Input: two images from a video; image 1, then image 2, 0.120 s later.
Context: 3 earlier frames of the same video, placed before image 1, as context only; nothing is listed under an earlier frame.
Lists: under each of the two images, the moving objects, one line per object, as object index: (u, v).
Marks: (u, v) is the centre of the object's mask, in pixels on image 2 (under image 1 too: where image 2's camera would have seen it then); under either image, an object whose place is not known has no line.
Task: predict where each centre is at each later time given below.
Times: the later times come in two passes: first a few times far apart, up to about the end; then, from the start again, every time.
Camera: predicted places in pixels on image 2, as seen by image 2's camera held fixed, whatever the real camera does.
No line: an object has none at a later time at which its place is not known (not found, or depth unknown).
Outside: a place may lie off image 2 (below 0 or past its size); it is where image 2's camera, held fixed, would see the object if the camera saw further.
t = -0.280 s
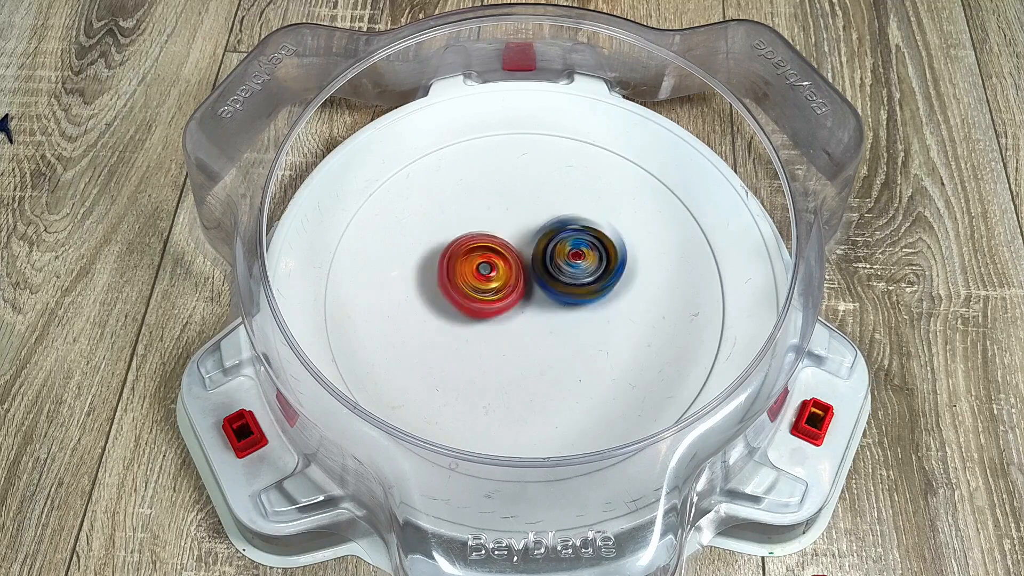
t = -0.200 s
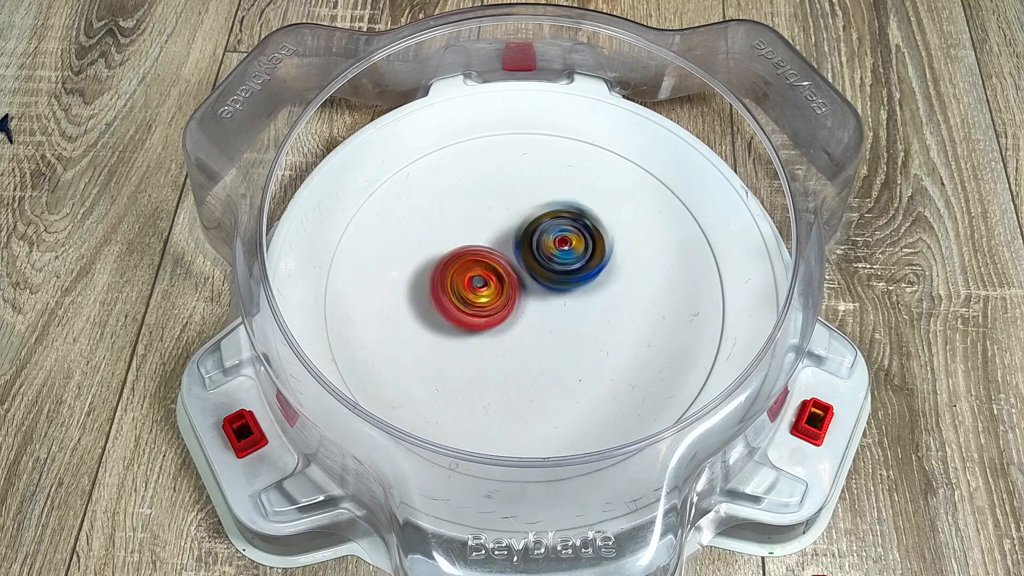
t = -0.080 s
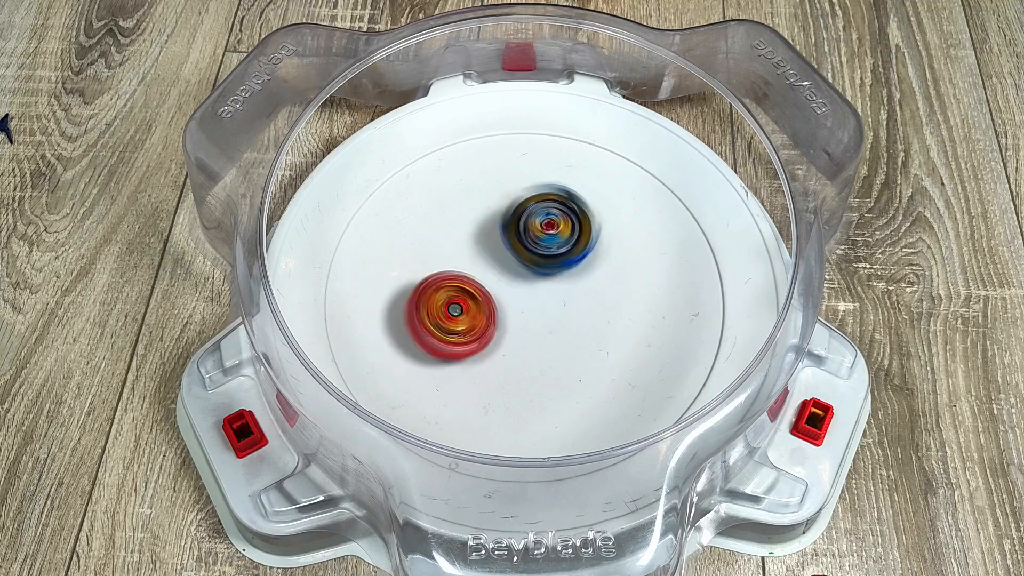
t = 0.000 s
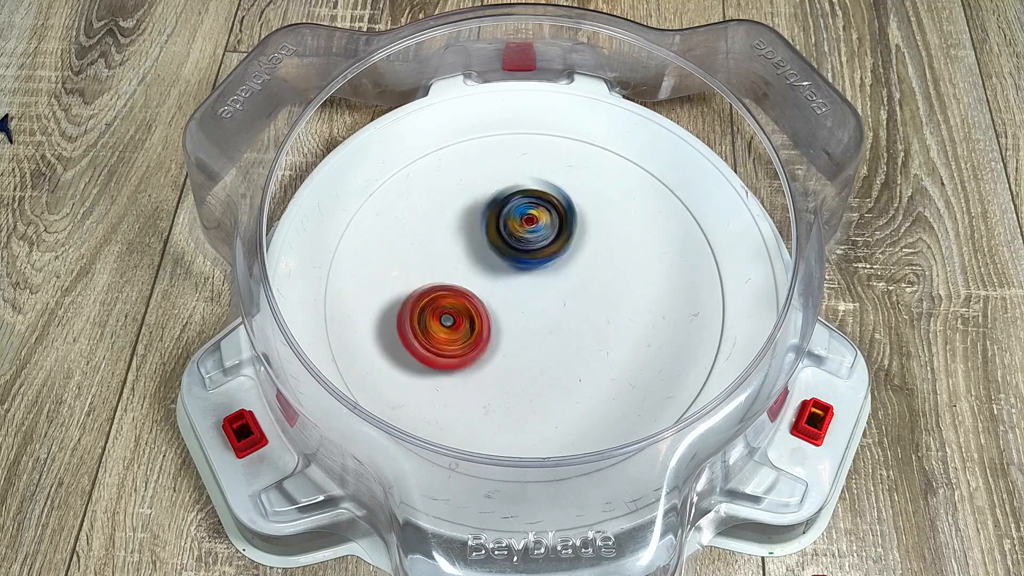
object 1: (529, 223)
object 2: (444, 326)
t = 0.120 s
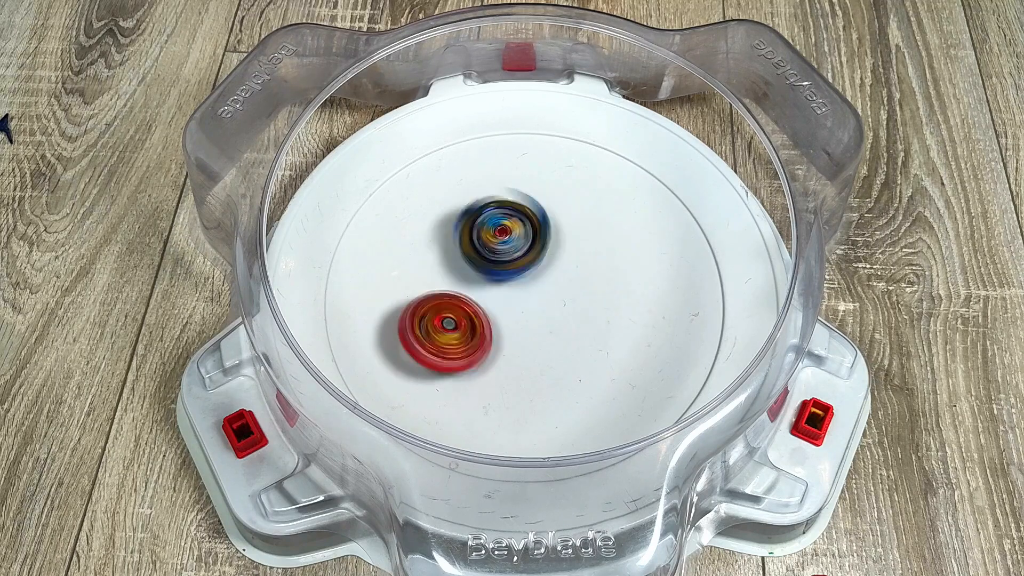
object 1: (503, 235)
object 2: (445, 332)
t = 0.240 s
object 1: (490, 254)
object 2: (450, 336)
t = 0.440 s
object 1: (505, 263)
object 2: (477, 345)
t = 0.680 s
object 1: (538, 230)
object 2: (529, 354)
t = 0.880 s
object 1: (538, 238)
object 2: (572, 332)
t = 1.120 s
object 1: (512, 244)
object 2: (614, 325)
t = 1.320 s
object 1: (499, 271)
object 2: (601, 308)
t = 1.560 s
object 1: (456, 309)
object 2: (611, 265)
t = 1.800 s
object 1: (483, 333)
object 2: (569, 240)
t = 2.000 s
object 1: (526, 308)
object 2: (518, 223)
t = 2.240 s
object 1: (563, 270)
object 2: (477, 228)
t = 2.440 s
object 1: (579, 240)
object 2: (466, 248)
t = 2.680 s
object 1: (541, 245)
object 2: (468, 300)
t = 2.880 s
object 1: (528, 269)
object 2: (474, 349)
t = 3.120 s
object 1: (537, 287)
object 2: (498, 369)
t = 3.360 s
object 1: (560, 244)
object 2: (516, 373)
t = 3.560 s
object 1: (548, 213)
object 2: (529, 342)
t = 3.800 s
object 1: (504, 189)
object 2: (578, 318)
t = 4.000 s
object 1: (471, 208)
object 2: (571, 309)
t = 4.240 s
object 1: (447, 255)
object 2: (553, 282)
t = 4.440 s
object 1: (417, 264)
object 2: (568, 281)
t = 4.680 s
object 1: (447, 267)
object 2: (545, 293)
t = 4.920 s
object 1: (468, 256)
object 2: (554, 308)
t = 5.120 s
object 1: (493, 249)
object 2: (562, 319)
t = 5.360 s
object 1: (521, 245)
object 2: (566, 323)
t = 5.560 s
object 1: (533, 232)
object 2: (560, 337)
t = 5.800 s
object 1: (544, 245)
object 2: (538, 334)
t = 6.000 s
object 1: (534, 247)
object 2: (517, 340)
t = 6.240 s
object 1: (512, 244)
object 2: (508, 348)
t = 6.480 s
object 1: (515, 232)
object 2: (504, 339)
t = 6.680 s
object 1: (542, 216)
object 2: (512, 337)
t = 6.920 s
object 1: (549, 244)
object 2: (509, 325)
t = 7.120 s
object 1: (553, 248)
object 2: (500, 335)
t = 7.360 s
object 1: (546, 255)
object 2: (487, 324)
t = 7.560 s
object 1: (544, 259)
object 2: (476, 323)
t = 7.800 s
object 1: (566, 271)
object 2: (480, 321)
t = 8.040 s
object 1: (556, 266)
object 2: (480, 312)
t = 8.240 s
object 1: (569, 259)
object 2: (468, 309)
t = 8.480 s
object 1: (573, 262)
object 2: (476, 297)
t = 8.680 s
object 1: (571, 287)
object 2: (499, 294)
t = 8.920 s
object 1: (569, 296)
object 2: (490, 290)
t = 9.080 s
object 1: (569, 292)
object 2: (498, 279)
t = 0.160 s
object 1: (497, 241)
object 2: (447, 334)
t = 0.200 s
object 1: (491, 252)
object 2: (451, 333)
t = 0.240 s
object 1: (490, 254)
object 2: (450, 336)
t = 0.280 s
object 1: (491, 253)
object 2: (453, 344)
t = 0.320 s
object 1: (493, 255)
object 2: (457, 344)
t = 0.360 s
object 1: (495, 258)
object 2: (464, 344)
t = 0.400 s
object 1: (499, 262)
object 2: (472, 343)
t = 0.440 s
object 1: (505, 263)
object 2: (477, 345)
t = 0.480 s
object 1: (516, 254)
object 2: (487, 353)
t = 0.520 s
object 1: (522, 247)
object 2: (493, 358)
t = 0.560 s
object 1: (528, 243)
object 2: (501, 358)
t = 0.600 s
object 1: (533, 236)
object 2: (512, 357)
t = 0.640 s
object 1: (534, 232)
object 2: (518, 357)
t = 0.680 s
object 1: (538, 230)
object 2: (529, 354)
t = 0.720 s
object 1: (538, 228)
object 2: (536, 352)
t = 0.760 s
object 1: (537, 227)
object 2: (545, 348)
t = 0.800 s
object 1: (539, 230)
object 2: (556, 343)
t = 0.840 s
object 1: (537, 232)
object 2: (562, 339)
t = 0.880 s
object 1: (538, 238)
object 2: (572, 332)
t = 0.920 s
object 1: (537, 243)
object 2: (578, 327)
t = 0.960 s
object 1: (536, 249)
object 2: (585, 323)
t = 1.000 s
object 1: (530, 245)
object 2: (600, 327)
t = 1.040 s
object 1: (524, 242)
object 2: (608, 330)
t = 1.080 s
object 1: (517, 242)
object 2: (613, 329)
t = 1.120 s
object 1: (512, 244)
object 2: (614, 325)
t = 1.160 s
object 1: (510, 247)
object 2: (614, 324)
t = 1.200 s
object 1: (505, 253)
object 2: (611, 320)
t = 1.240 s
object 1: (502, 258)
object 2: (608, 317)
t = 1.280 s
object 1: (501, 266)
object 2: (603, 312)
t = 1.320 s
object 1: (499, 271)
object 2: (601, 308)
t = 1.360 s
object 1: (501, 279)
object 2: (596, 303)
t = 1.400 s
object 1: (494, 287)
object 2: (598, 293)
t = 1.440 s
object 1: (480, 293)
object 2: (609, 284)
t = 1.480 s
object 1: (464, 299)
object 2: (615, 275)
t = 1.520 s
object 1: (460, 304)
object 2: (613, 270)
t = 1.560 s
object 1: (456, 309)
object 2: (611, 265)
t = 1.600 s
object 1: (454, 316)
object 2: (606, 260)
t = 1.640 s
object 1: (453, 322)
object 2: (601, 257)
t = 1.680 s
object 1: (457, 329)
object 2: (593, 252)
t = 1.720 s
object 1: (463, 332)
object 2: (589, 248)
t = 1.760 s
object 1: (469, 334)
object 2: (581, 245)
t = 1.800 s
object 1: (483, 333)
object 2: (569, 240)
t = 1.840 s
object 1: (489, 330)
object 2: (562, 236)
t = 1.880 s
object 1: (502, 326)
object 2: (548, 232)
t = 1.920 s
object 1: (509, 321)
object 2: (539, 230)
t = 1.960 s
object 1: (516, 316)
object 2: (531, 227)
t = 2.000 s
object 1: (526, 308)
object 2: (518, 223)
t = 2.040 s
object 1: (531, 303)
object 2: (509, 223)
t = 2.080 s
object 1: (541, 295)
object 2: (498, 220)
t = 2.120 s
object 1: (546, 290)
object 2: (492, 223)
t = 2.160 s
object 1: (550, 284)
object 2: (486, 223)
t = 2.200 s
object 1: (557, 276)
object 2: (480, 225)
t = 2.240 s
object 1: (563, 270)
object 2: (477, 228)
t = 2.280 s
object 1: (568, 263)
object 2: (473, 231)
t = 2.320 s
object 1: (572, 259)
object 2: (471, 234)
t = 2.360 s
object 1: (575, 254)
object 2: (469, 238)
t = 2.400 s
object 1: (578, 246)
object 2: (466, 244)
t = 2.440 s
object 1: (579, 240)
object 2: (466, 248)
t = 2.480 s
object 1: (576, 236)
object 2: (466, 257)
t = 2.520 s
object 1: (572, 234)
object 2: (464, 263)
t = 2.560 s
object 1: (567, 233)
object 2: (465, 269)
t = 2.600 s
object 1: (557, 234)
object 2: (466, 281)
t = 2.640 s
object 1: (551, 237)
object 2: (466, 289)
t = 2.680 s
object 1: (541, 245)
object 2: (468, 300)
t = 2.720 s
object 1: (536, 250)
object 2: (469, 308)
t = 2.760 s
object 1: (537, 251)
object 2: (466, 319)
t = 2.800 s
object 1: (534, 255)
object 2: (468, 333)
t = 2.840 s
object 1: (531, 260)
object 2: (469, 341)
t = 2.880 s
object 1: (528, 269)
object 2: (474, 349)
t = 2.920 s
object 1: (526, 274)
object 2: (479, 353)
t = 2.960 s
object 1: (526, 281)
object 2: (481, 355)
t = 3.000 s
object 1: (529, 282)
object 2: (484, 361)
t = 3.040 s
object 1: (531, 284)
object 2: (487, 365)
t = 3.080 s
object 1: (537, 288)
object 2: (492, 368)
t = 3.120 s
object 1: (537, 287)
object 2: (498, 369)
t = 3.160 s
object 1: (541, 286)
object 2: (500, 368)
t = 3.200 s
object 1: (544, 283)
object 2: (507, 364)
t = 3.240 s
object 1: (544, 281)
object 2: (512, 362)
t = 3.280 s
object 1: (550, 269)
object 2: (514, 368)
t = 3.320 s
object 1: (556, 255)
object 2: (516, 374)
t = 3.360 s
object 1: (560, 244)
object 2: (516, 373)
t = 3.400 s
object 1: (561, 233)
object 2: (518, 371)
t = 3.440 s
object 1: (559, 228)
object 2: (518, 368)
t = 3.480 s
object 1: (557, 221)
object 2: (520, 361)
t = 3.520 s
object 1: (554, 217)
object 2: (524, 355)
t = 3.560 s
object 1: (548, 213)
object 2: (529, 342)
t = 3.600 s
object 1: (543, 212)
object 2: (535, 332)
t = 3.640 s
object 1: (541, 215)
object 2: (540, 320)
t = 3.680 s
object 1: (532, 218)
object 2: (550, 302)
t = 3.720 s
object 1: (523, 210)
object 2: (560, 306)
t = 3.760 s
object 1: (510, 195)
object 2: (575, 314)
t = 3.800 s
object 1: (504, 189)
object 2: (578, 318)
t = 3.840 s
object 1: (498, 189)
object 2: (582, 318)
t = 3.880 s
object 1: (489, 192)
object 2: (578, 315)
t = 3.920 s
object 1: (484, 194)
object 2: (577, 313)
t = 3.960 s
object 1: (475, 202)
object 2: (573, 311)
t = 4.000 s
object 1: (471, 208)
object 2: (571, 309)
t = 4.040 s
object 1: (468, 215)
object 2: (567, 307)
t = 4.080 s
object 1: (464, 226)
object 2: (562, 301)
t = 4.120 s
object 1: (462, 233)
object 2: (558, 297)
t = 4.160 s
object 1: (461, 245)
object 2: (550, 290)
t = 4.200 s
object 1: (461, 253)
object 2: (545, 285)
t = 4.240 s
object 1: (447, 255)
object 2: (553, 282)
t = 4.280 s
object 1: (428, 256)
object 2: (566, 282)
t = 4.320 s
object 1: (422, 259)
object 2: (571, 279)
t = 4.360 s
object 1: (418, 261)
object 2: (570, 280)
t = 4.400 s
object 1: (416, 262)
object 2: (571, 279)
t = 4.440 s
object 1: (417, 264)
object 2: (568, 281)
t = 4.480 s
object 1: (419, 266)
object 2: (567, 282)
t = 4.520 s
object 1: (422, 267)
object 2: (564, 284)
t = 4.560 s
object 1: (429, 268)
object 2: (559, 285)
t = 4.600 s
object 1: (434, 268)
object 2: (555, 288)
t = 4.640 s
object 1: (441, 267)
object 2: (550, 290)
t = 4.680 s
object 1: (447, 267)
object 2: (545, 293)
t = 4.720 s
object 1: (450, 265)
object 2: (546, 295)
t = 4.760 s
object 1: (451, 263)
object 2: (547, 297)
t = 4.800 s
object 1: (455, 262)
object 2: (550, 300)
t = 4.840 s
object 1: (459, 260)
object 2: (549, 301)
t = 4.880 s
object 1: (464, 259)
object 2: (552, 305)
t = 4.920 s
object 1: (468, 256)
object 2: (554, 308)
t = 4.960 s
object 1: (475, 253)
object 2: (558, 312)
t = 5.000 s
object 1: (479, 252)
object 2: (557, 313)
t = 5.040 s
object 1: (484, 253)
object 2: (558, 316)
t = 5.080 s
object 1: (492, 253)
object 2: (559, 315)
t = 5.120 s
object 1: (493, 249)
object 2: (562, 319)
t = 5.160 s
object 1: (498, 248)
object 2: (566, 319)
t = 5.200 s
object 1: (502, 247)
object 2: (566, 320)
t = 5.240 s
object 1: (508, 248)
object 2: (566, 320)
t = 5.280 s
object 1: (513, 248)
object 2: (565, 321)
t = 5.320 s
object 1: (515, 245)
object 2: (567, 324)
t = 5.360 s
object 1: (521, 245)
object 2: (566, 323)
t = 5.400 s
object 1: (525, 245)
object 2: (564, 324)
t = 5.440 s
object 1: (529, 242)
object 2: (565, 329)
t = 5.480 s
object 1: (533, 234)
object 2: (564, 337)
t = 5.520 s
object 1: (534, 233)
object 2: (565, 337)
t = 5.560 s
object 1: (533, 232)
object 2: (560, 337)
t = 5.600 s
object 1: (533, 230)
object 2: (559, 338)
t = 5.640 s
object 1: (536, 230)
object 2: (555, 337)
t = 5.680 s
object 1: (542, 234)
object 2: (552, 338)
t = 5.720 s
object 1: (543, 236)
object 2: (547, 336)
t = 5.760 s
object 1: (545, 242)
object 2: (541, 336)
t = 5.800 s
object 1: (544, 245)
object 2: (538, 334)
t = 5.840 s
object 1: (544, 247)
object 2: (534, 336)
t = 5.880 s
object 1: (542, 248)
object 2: (531, 335)
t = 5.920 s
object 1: (542, 247)
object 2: (527, 340)
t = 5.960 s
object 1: (538, 246)
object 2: (522, 341)
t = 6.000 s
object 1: (534, 247)
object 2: (517, 340)
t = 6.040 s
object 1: (528, 247)
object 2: (515, 341)
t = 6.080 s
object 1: (523, 248)
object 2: (512, 338)
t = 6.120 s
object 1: (519, 250)
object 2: (509, 339)
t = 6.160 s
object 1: (512, 253)
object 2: (510, 339)
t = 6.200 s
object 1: (511, 248)
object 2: (508, 343)
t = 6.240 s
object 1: (512, 244)
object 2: (508, 348)
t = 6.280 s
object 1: (511, 239)
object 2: (506, 348)
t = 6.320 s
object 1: (510, 236)
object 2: (504, 350)
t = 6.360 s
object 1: (508, 234)
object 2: (506, 350)
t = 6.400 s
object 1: (510, 233)
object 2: (503, 345)
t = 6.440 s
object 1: (513, 231)
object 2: (503, 343)
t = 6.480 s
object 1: (515, 232)
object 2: (504, 339)
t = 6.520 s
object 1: (518, 234)
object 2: (504, 335)
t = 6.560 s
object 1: (522, 238)
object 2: (507, 327)
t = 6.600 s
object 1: (526, 233)
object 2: (509, 326)
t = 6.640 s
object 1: (535, 224)
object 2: (508, 334)
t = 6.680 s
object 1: (542, 216)
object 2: (512, 337)
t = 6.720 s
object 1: (545, 214)
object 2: (512, 334)
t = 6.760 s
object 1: (546, 222)
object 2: (511, 333)
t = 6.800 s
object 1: (545, 225)
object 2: (510, 332)
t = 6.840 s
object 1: (545, 230)
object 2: (508, 328)
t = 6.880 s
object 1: (546, 239)
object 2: (511, 326)
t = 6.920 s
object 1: (549, 244)
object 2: (509, 325)
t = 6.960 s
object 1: (557, 237)
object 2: (501, 335)
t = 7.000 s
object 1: (561, 236)
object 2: (500, 341)
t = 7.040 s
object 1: (564, 239)
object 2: (501, 341)
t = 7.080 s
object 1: (560, 245)
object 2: (503, 337)
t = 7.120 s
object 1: (553, 248)
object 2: (500, 335)
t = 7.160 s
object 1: (544, 251)
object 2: (497, 332)
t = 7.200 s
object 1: (540, 254)
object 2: (497, 330)
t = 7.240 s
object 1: (539, 253)
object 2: (495, 328)
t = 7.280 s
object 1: (540, 252)
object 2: (492, 328)
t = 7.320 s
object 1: (542, 254)
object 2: (491, 325)
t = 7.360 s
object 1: (546, 255)
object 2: (487, 324)
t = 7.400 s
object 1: (549, 254)
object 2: (482, 329)
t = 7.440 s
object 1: (548, 254)
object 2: (482, 331)
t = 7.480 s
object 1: (547, 255)
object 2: (480, 329)
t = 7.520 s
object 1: (547, 256)
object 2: (480, 327)
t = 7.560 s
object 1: (544, 259)
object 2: (476, 323)
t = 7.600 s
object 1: (544, 261)
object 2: (475, 323)
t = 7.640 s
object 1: (544, 262)
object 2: (477, 322)
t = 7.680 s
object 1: (553, 261)
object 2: (477, 325)
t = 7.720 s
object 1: (558, 263)
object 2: (478, 324)
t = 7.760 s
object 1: (566, 268)
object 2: (480, 323)
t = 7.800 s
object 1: (566, 271)
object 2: (480, 321)
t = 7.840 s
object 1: (561, 270)
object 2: (479, 320)
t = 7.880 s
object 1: (558, 266)
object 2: (477, 322)
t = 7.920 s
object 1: (559, 265)
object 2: (477, 323)
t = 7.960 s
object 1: (558, 265)
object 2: (481, 319)
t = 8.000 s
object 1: (556, 265)
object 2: (480, 314)
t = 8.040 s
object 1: (556, 266)
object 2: (480, 312)
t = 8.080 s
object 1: (558, 262)
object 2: (477, 312)
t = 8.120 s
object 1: (558, 260)
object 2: (479, 312)
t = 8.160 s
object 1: (558, 258)
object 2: (478, 309)
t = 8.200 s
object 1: (564, 258)
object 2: (472, 308)
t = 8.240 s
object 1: (569, 259)
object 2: (468, 309)
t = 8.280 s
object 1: (572, 261)
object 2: (464, 309)
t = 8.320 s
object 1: (573, 262)
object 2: (465, 309)
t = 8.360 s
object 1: (573, 261)
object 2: (469, 306)
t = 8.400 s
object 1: (573, 260)
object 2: (470, 301)
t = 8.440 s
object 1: (574, 260)
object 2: (471, 299)
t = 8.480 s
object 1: (573, 262)
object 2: (476, 297)
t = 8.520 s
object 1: (572, 264)
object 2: (480, 297)
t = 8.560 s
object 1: (570, 270)
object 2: (489, 294)
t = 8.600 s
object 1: (570, 274)
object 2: (493, 292)
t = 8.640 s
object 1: (569, 279)
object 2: (496, 293)
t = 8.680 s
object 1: (571, 287)
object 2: (499, 294)
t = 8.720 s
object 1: (572, 292)
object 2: (499, 294)
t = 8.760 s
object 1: (570, 294)
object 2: (497, 299)
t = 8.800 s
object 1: (571, 297)
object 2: (495, 300)
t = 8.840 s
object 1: (571, 298)
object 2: (494, 299)
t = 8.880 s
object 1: (570, 298)
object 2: (491, 294)
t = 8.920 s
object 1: (569, 296)
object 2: (490, 290)
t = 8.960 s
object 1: (568, 293)
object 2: (490, 284)
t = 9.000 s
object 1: (568, 291)
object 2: (491, 281)
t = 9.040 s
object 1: (568, 291)
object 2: (493, 279)
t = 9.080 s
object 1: (569, 292)
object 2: (498, 279)
